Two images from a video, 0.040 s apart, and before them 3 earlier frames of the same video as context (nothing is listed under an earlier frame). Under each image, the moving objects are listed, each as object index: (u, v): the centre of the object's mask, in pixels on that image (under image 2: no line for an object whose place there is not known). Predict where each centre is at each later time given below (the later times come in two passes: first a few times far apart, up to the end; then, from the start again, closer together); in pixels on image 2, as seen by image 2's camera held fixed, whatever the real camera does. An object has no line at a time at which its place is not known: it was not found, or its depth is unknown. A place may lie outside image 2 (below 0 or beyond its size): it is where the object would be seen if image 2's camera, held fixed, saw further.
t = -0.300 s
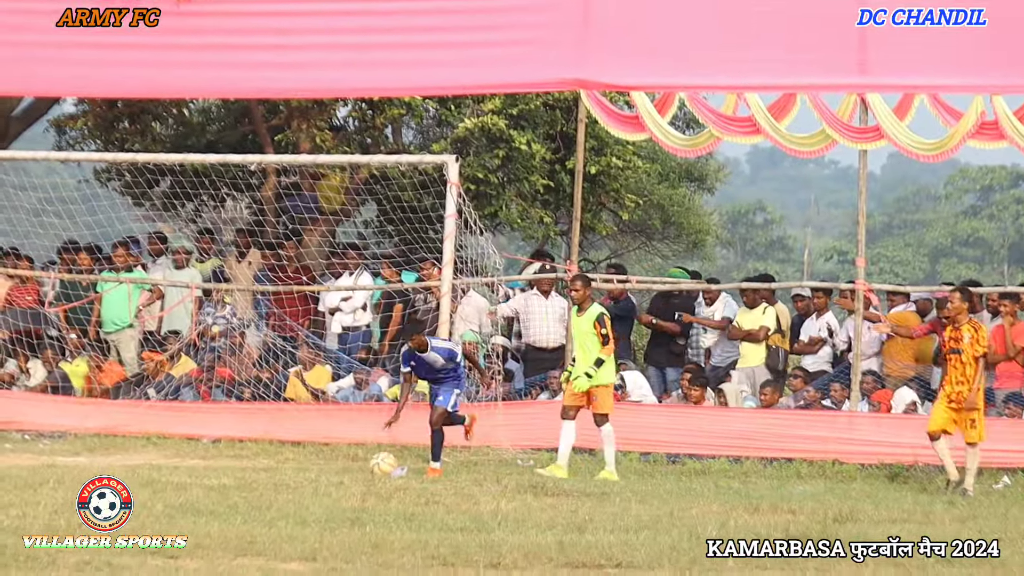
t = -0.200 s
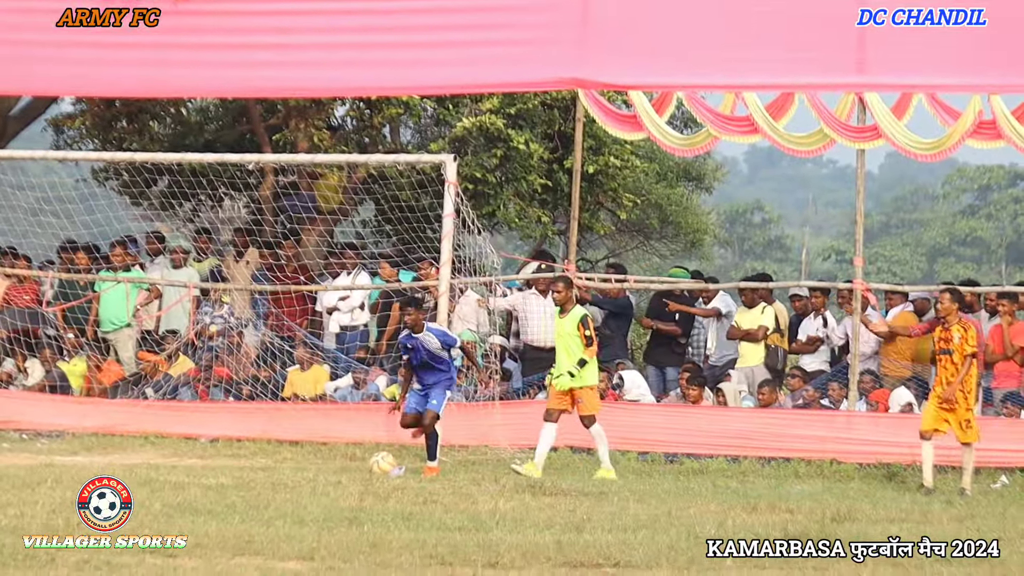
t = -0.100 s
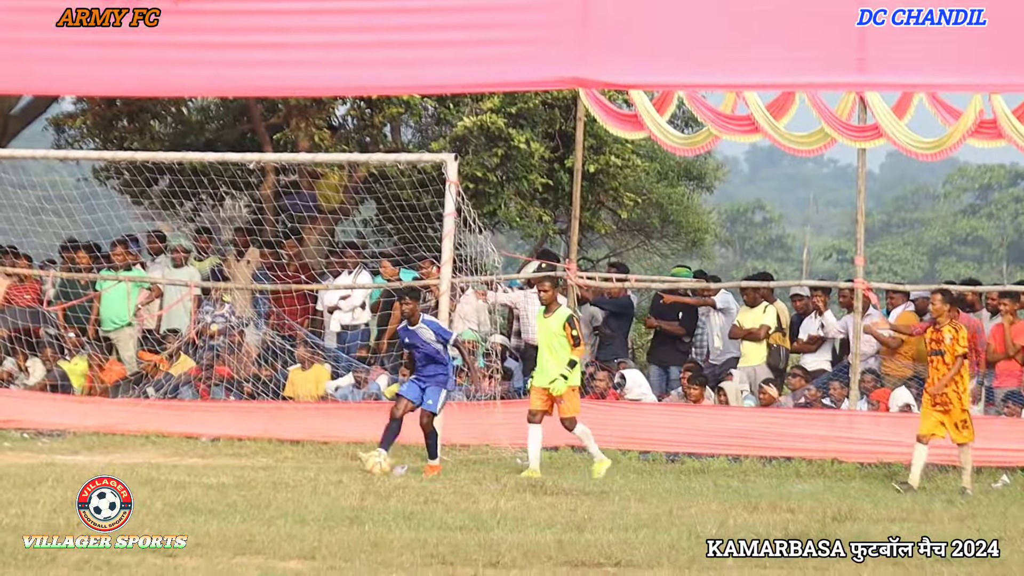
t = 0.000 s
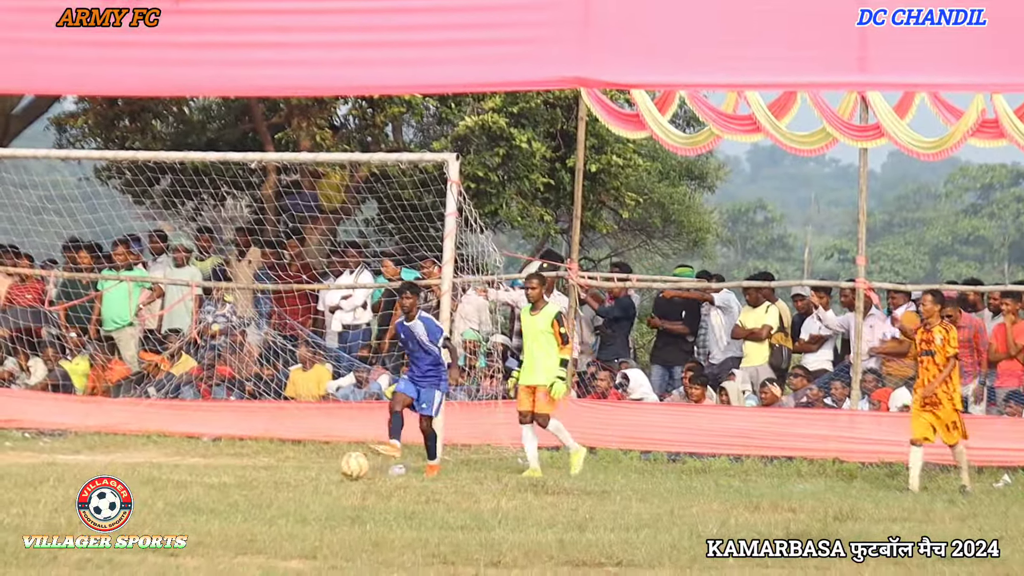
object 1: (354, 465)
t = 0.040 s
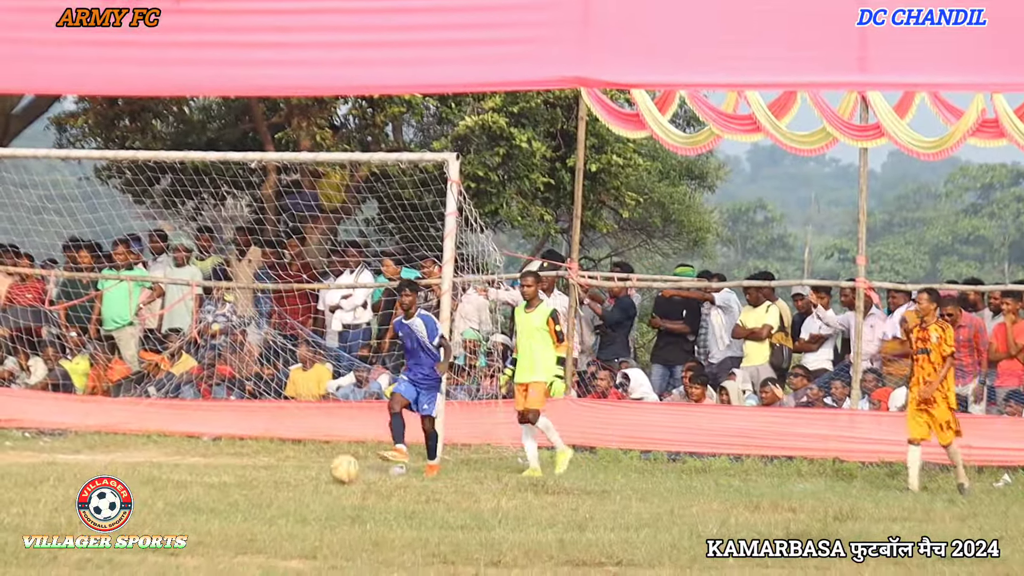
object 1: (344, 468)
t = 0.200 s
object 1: (316, 453)
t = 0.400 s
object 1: (288, 457)
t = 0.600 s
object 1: (267, 479)
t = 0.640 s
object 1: (264, 477)
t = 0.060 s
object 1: (340, 471)
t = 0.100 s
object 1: (330, 472)
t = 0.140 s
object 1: (325, 464)
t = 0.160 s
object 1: (322, 460)
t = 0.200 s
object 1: (316, 453)
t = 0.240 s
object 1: (310, 448)
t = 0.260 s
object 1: (308, 447)
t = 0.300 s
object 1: (303, 447)
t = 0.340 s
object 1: (297, 449)
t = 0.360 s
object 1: (294, 452)
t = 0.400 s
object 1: (288, 457)
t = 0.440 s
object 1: (283, 467)
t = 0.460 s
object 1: (281, 473)
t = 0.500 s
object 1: (276, 486)
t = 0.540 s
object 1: (272, 484)
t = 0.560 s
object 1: (270, 483)
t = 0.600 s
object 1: (267, 479)
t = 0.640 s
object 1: (264, 477)
